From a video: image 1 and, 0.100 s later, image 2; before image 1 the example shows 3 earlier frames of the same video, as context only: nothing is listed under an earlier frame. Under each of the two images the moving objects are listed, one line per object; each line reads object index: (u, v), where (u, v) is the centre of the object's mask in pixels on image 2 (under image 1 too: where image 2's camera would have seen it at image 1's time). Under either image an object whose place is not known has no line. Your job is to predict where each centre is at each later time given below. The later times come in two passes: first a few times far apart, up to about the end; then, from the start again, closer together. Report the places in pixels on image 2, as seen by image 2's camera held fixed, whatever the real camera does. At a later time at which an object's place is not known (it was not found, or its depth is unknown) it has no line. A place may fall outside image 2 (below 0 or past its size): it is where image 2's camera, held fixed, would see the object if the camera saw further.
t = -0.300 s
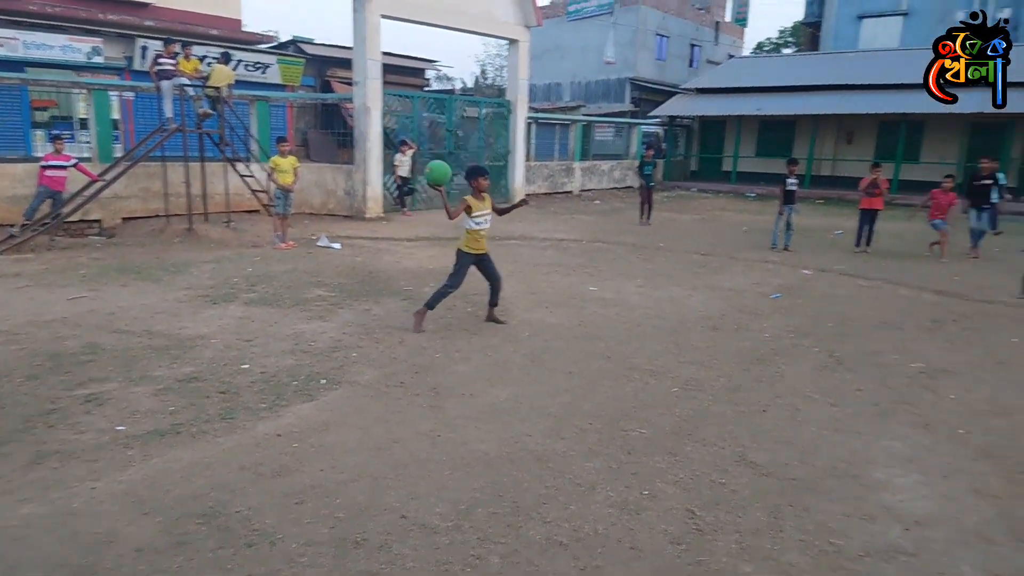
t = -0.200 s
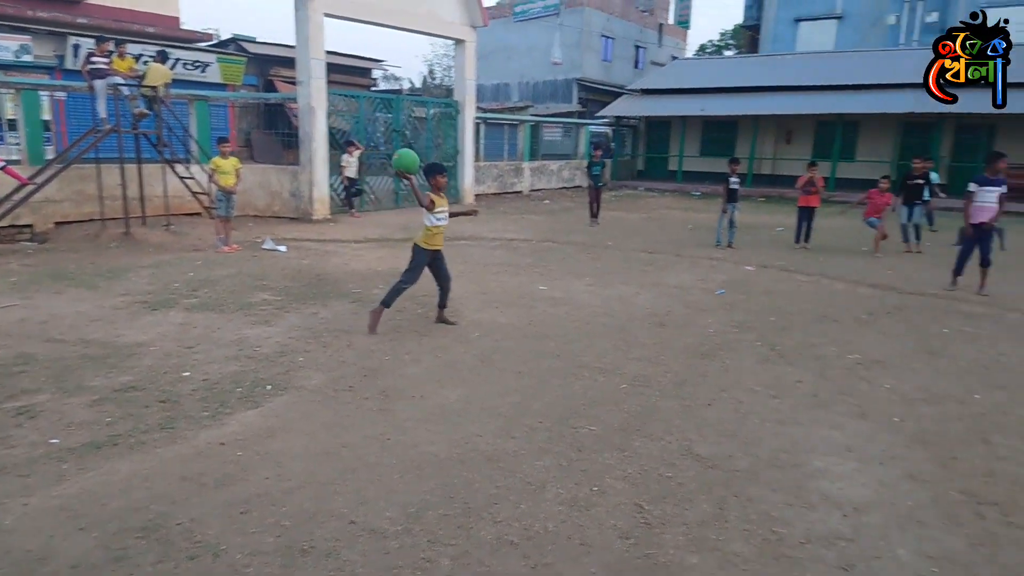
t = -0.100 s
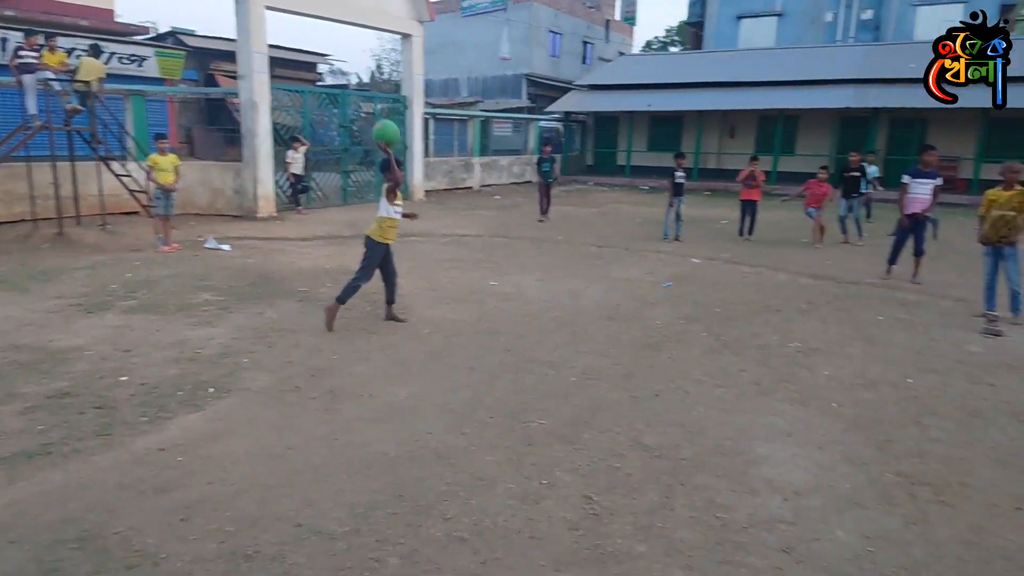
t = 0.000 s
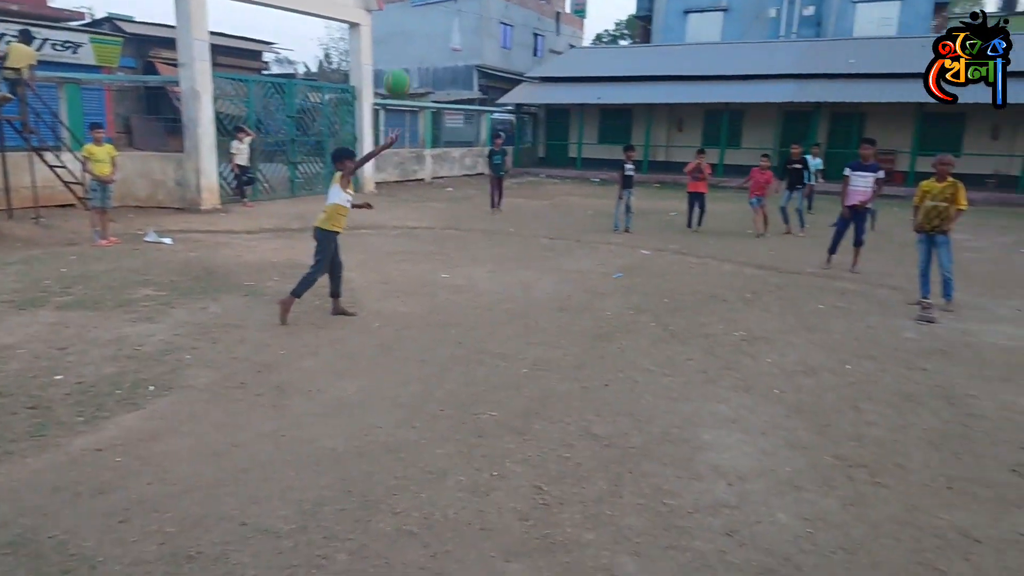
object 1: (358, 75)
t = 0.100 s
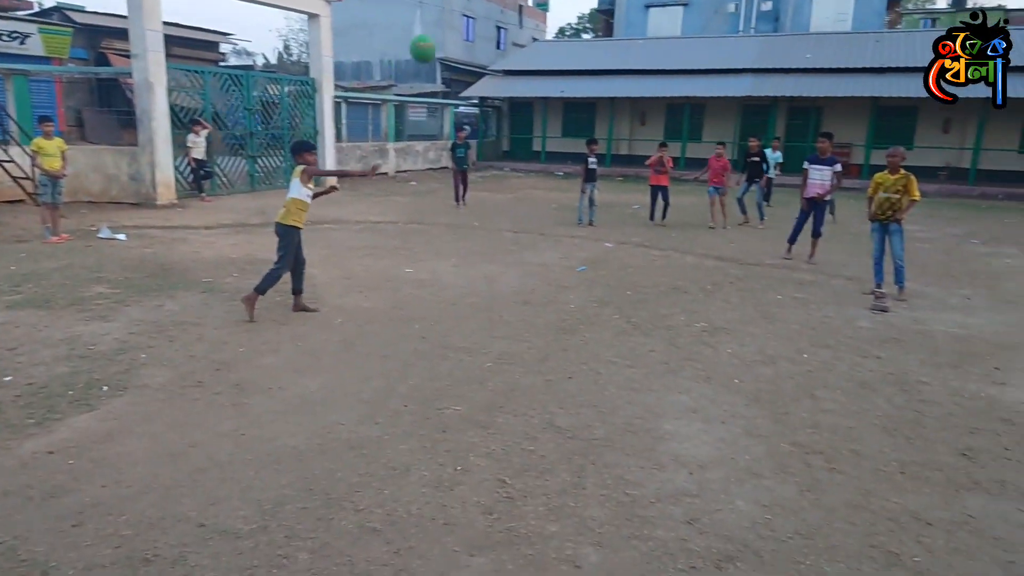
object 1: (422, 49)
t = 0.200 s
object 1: (485, 37)
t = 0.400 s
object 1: (597, 50)
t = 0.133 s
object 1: (444, 44)
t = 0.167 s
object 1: (464, 39)
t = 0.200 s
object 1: (485, 37)
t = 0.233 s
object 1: (505, 36)
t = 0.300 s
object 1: (542, 38)
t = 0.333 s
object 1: (562, 40)
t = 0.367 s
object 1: (579, 44)
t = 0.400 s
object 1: (597, 50)
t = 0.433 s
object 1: (614, 58)
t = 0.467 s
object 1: (632, 66)
